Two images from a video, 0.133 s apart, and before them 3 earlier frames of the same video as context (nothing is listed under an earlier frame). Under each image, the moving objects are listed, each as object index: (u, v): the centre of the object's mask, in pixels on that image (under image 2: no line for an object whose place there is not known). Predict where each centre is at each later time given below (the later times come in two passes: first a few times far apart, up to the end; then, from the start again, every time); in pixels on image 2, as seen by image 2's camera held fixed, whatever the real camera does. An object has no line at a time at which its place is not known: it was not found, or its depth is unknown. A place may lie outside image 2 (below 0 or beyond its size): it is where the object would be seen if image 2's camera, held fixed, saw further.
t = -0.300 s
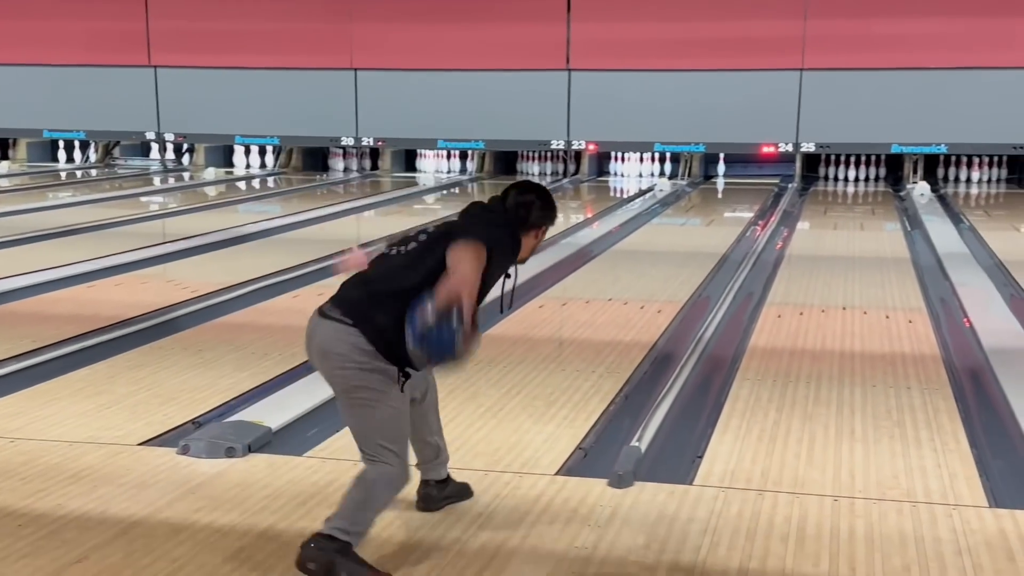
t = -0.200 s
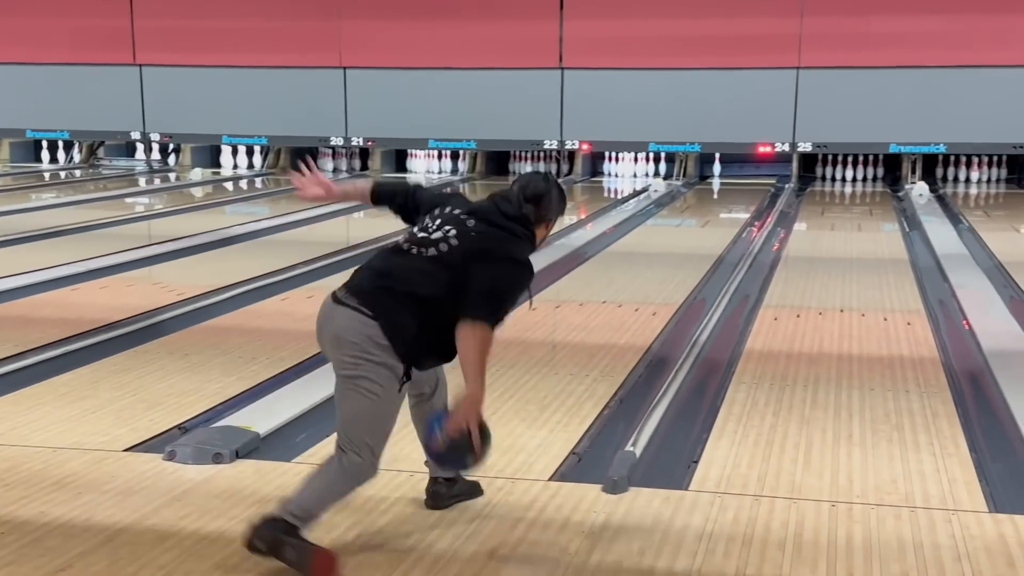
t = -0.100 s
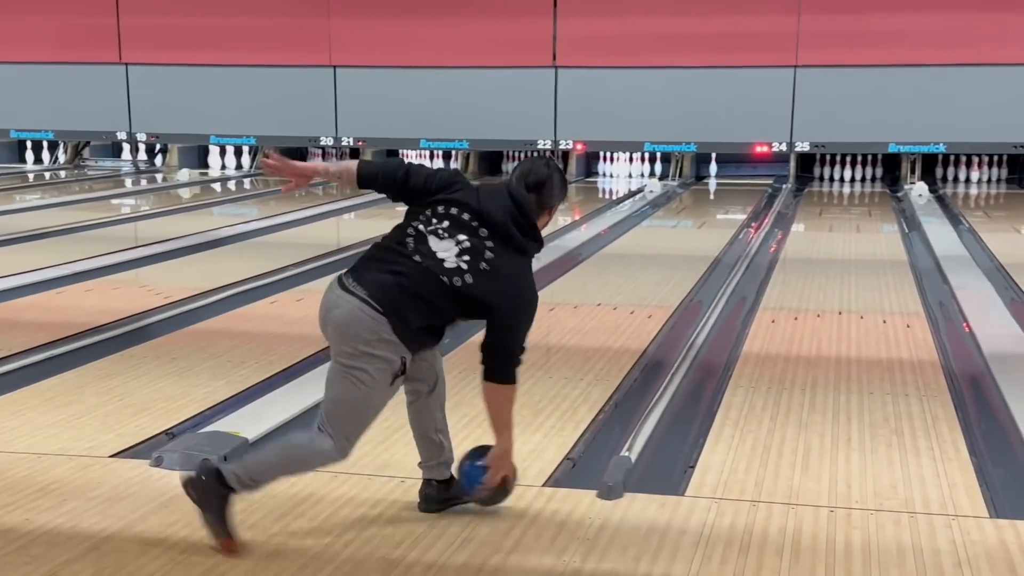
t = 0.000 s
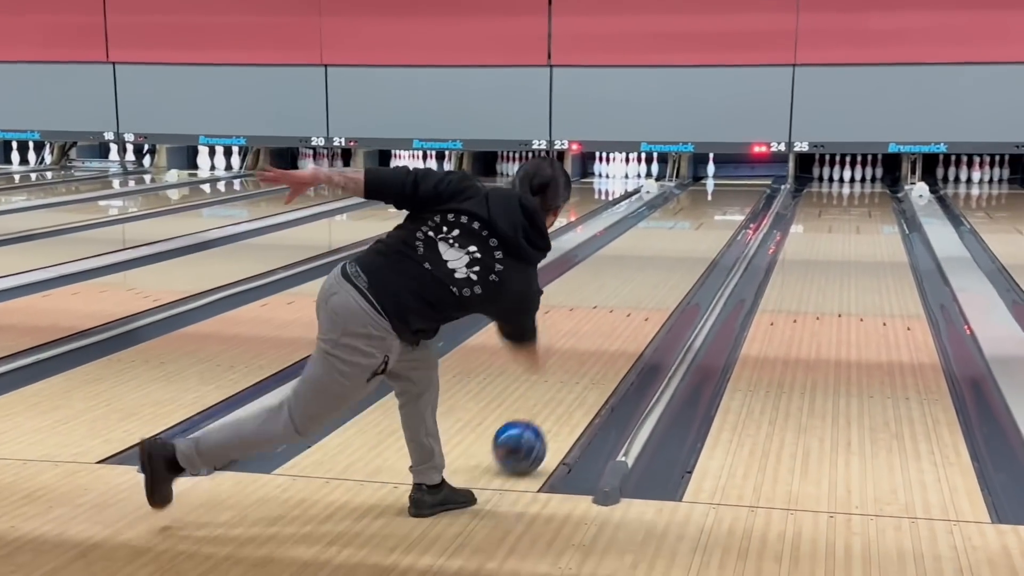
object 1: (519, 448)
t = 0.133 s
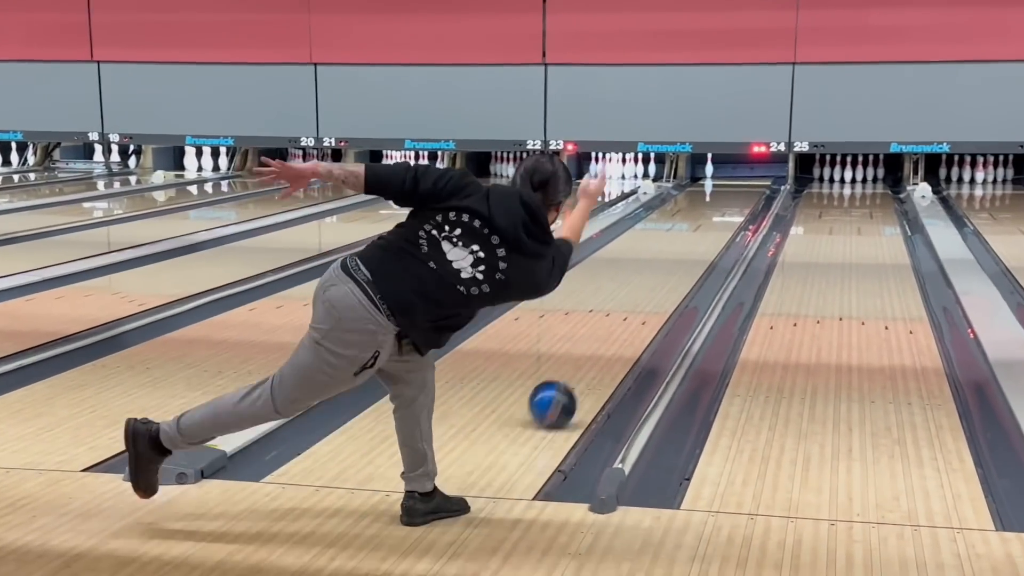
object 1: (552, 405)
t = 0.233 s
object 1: (575, 376)
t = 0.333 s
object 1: (593, 352)
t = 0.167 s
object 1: (561, 394)
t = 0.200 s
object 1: (568, 385)
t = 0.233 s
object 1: (575, 376)
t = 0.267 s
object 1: (581, 368)
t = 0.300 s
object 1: (587, 360)
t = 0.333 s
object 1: (593, 352)
